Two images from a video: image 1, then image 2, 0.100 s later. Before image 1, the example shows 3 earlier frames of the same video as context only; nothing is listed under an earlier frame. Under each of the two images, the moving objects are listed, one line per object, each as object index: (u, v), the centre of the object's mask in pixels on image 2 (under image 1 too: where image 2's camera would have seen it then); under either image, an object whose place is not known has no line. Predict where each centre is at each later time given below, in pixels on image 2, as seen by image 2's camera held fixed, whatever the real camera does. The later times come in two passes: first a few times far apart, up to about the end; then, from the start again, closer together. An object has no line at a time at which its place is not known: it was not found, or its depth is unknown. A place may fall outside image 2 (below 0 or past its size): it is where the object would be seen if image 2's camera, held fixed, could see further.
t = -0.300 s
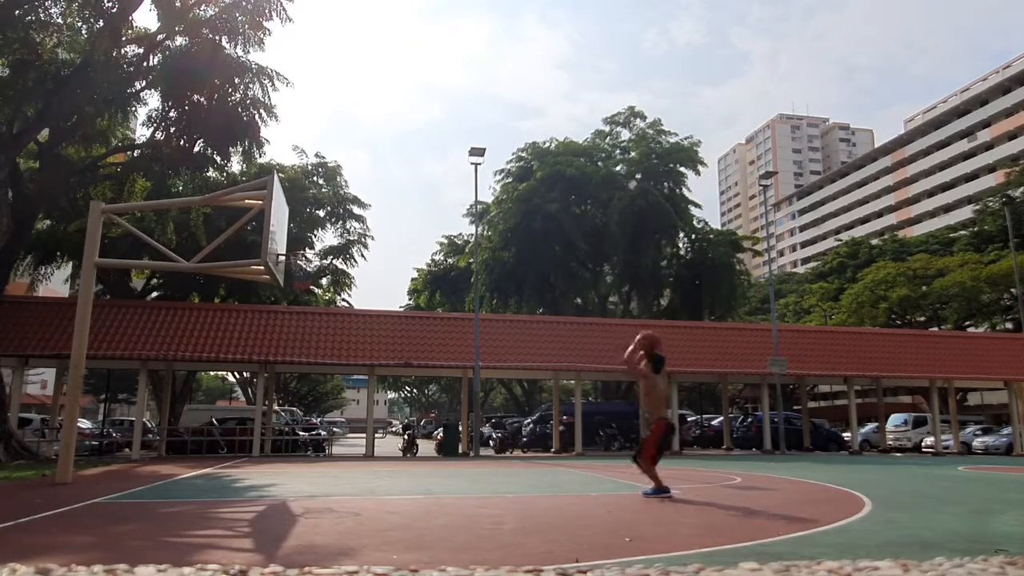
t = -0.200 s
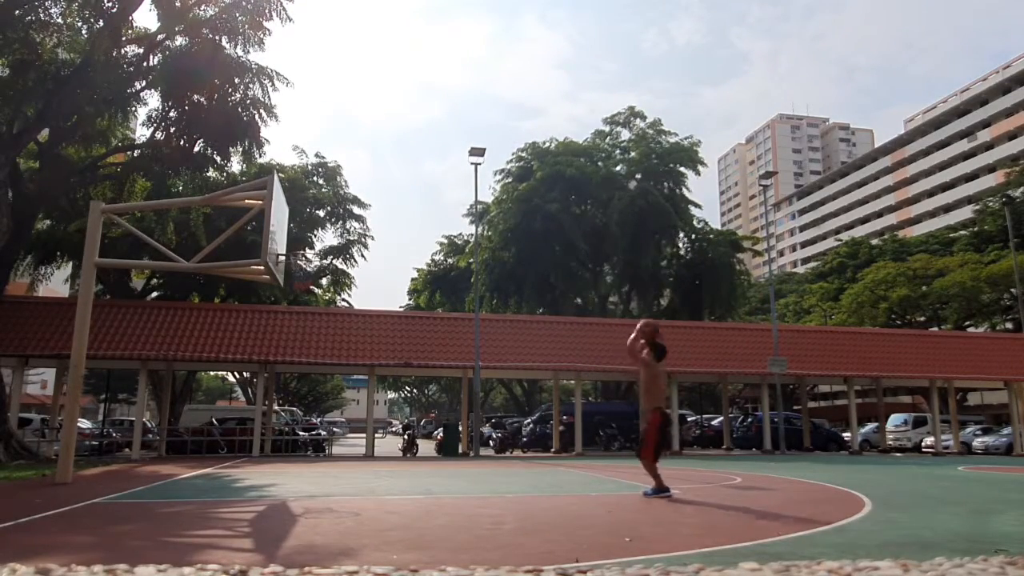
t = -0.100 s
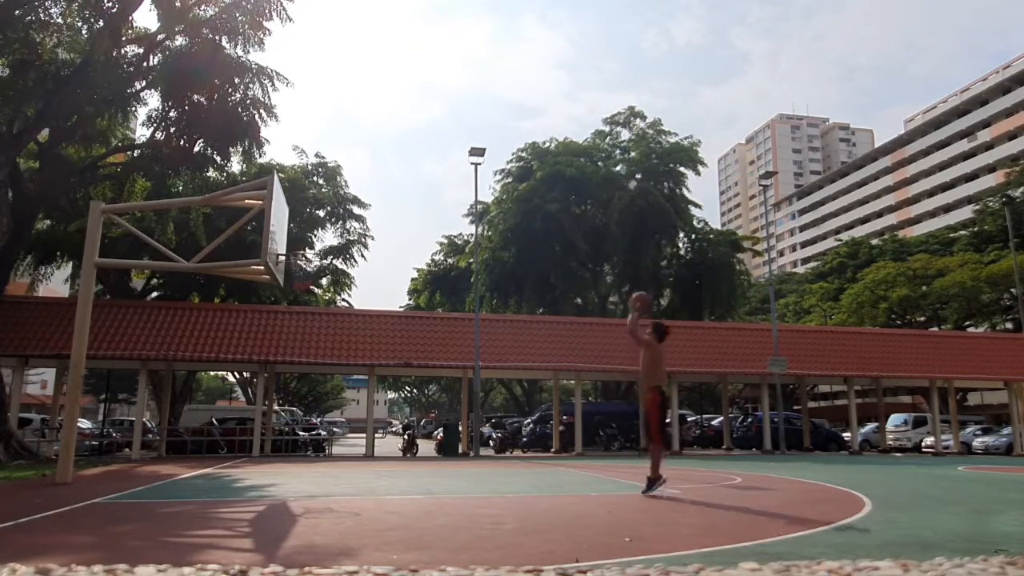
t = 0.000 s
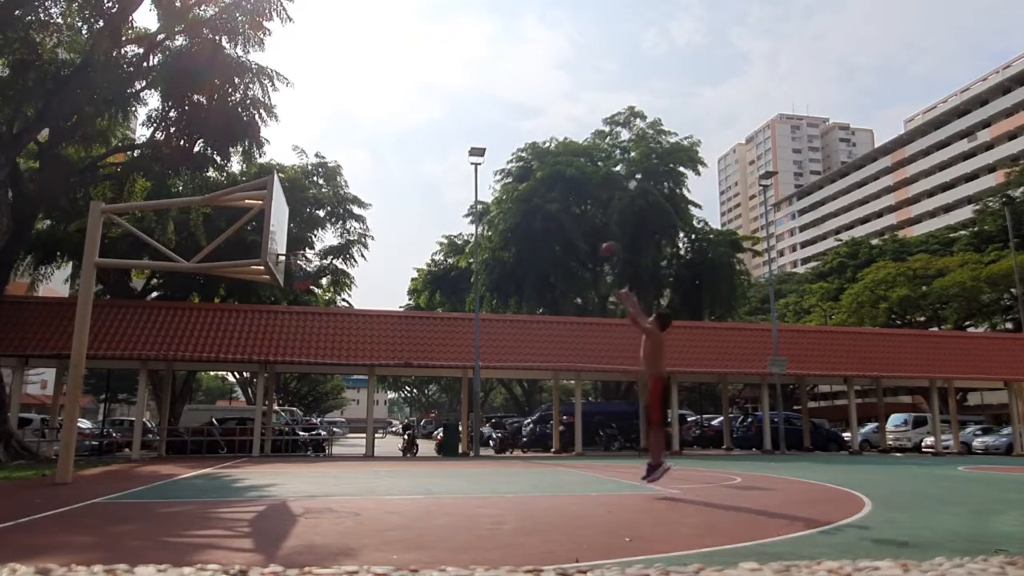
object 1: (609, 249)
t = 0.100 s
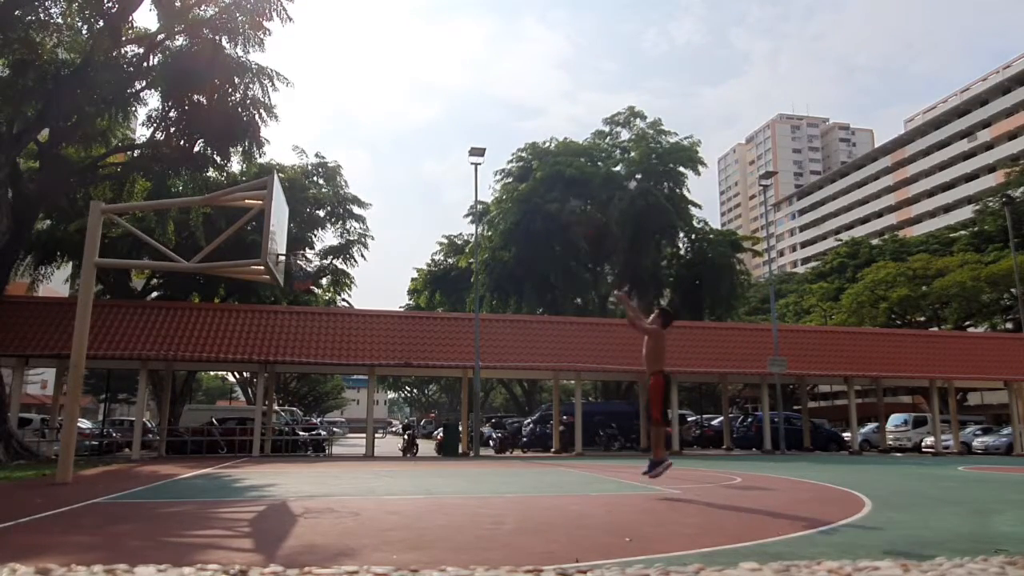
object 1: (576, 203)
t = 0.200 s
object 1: (549, 181)
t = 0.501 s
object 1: (457, 141)
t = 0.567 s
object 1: (440, 142)
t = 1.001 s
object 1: (333, 217)
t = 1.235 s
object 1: (301, 277)
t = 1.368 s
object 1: (301, 276)
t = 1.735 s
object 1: (273, 411)
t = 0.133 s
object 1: (563, 191)
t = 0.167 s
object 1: (555, 185)
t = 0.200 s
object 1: (549, 181)
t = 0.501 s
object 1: (457, 141)
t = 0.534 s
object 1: (449, 141)
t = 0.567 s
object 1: (440, 142)
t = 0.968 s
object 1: (338, 211)
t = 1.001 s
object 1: (333, 217)
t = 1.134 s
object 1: (300, 261)
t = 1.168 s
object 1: (300, 276)
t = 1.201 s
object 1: (300, 276)
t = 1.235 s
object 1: (301, 277)
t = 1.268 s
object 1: (301, 276)
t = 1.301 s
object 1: (302, 277)
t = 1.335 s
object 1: (301, 273)
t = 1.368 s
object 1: (301, 276)
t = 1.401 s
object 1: (288, 302)
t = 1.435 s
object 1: (287, 309)
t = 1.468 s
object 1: (285, 317)
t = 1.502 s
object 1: (282, 326)
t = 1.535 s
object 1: (282, 336)
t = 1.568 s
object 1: (279, 347)
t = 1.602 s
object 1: (277, 356)
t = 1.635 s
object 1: (276, 371)
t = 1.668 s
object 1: (275, 381)
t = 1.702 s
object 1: (274, 394)
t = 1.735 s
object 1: (273, 411)
